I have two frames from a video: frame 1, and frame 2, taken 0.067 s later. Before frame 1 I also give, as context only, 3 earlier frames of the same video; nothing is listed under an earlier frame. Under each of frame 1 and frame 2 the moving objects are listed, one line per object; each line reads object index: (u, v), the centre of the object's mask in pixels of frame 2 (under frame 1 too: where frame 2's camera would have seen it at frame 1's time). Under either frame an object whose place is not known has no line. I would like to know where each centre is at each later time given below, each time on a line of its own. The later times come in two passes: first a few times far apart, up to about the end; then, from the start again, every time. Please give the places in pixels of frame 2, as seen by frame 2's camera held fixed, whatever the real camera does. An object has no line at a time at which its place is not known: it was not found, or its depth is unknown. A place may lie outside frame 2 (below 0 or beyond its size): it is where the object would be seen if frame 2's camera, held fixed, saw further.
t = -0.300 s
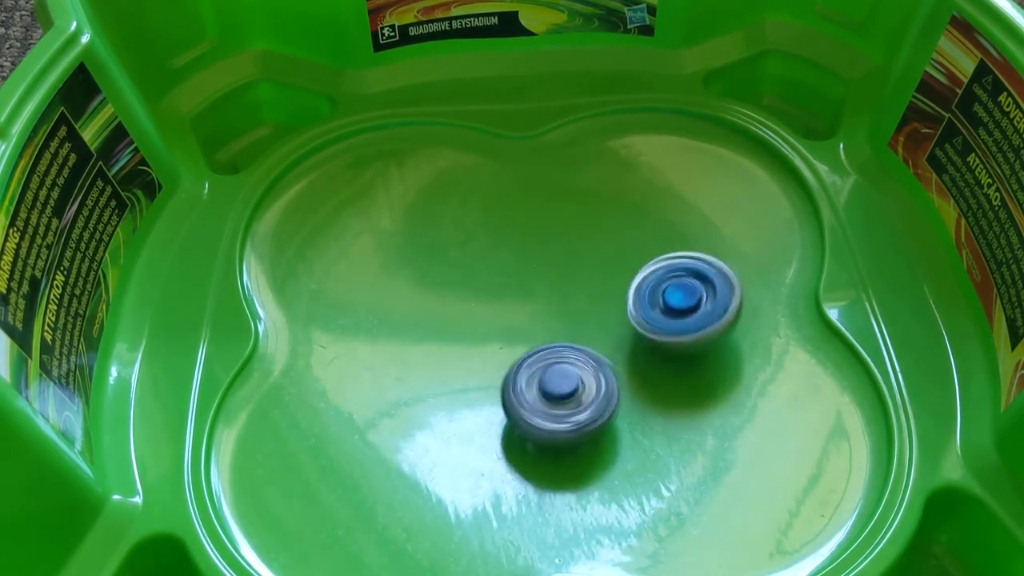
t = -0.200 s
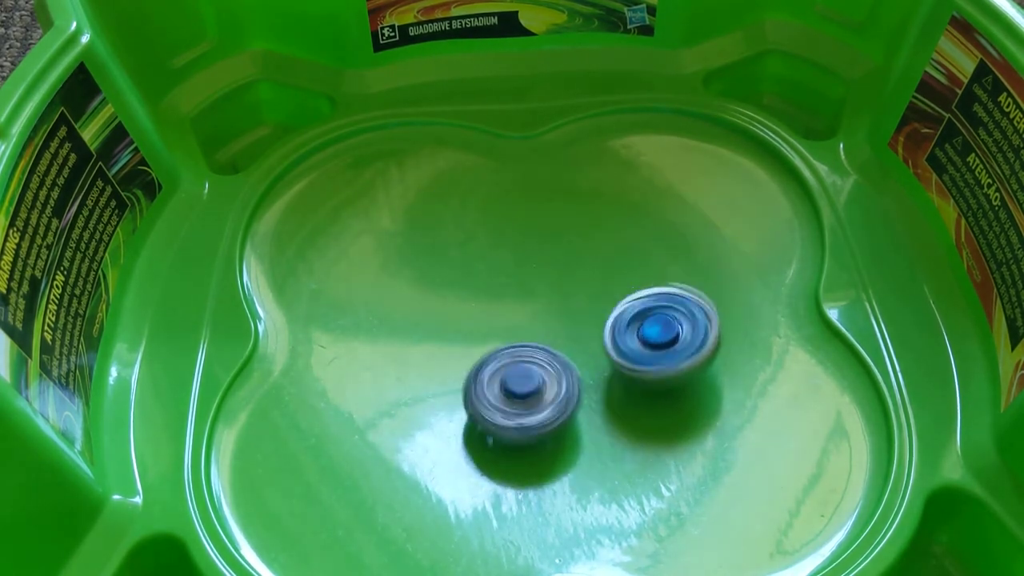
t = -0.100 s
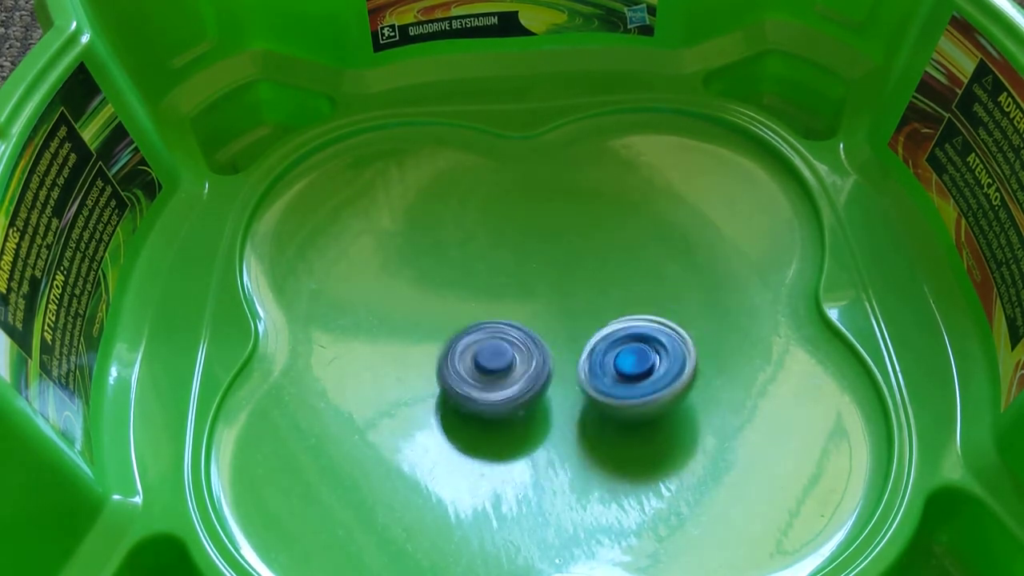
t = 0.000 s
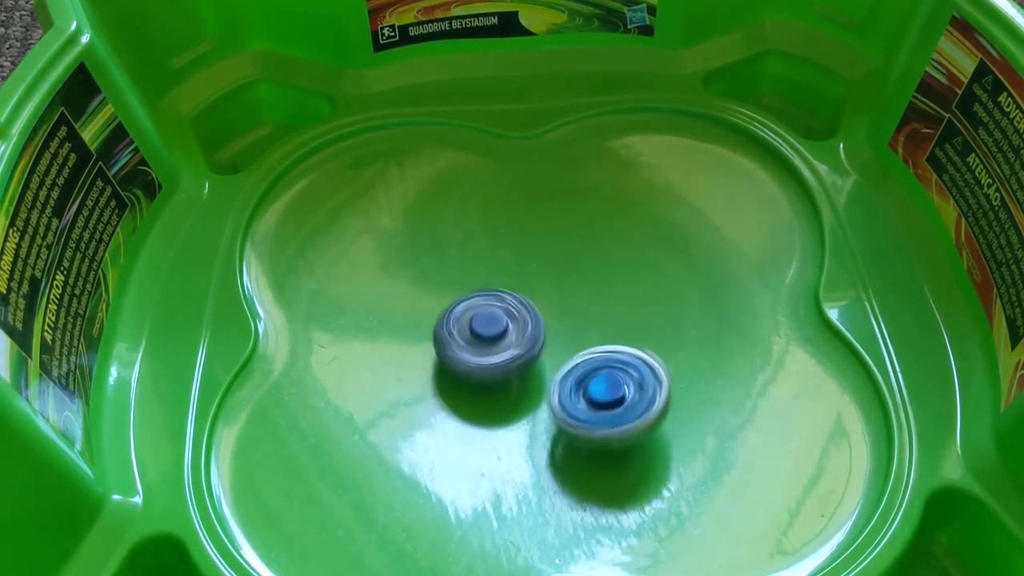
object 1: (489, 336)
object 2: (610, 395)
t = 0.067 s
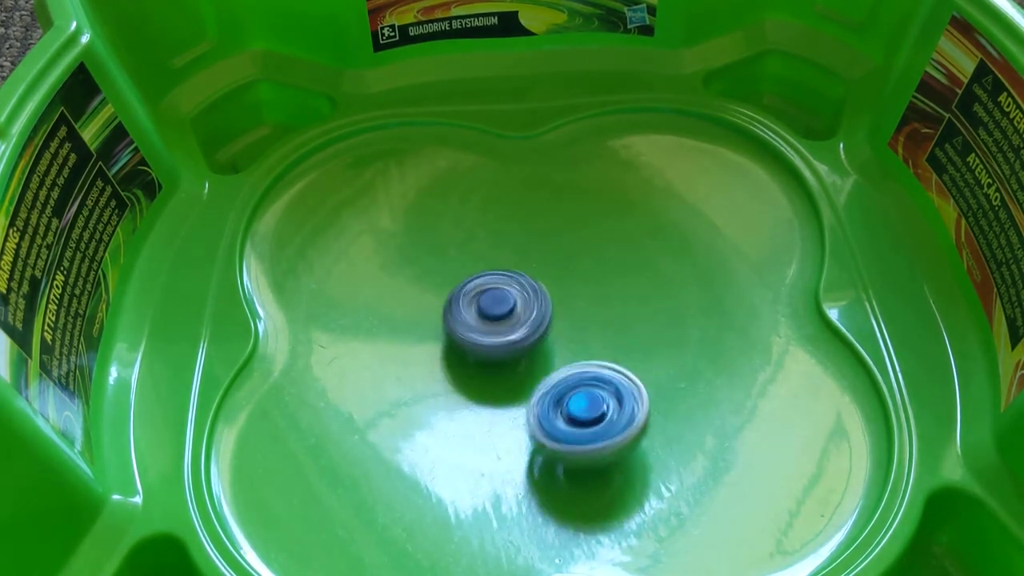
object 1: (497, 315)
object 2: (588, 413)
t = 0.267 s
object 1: (557, 282)
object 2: (518, 455)
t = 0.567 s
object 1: (604, 343)
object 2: (419, 471)
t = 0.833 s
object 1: (503, 367)
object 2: (400, 418)
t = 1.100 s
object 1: (665, 233)
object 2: (223, 439)
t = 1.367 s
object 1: (699, 285)
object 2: (300, 395)
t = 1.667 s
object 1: (573, 362)
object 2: (452, 340)
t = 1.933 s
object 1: (637, 383)
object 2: (432, 292)
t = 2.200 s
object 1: (535, 407)
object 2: (538, 281)
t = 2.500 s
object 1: (454, 345)
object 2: (639, 278)
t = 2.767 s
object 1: (496, 281)
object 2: (688, 296)
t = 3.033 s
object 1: (526, 269)
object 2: (705, 363)
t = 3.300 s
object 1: (489, 270)
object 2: (740, 438)
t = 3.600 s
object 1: (517, 344)
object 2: (652, 467)
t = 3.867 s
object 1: (481, 365)
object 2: (558, 453)
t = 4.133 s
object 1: (491, 309)
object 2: (488, 423)
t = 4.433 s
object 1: (582, 327)
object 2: (445, 350)
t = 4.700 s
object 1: (573, 378)
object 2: (445, 283)
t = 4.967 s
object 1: (503, 352)
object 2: (478, 241)
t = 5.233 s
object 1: (505, 415)
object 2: (517, 153)
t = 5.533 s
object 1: (513, 368)
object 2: (549, 157)
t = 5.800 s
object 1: (561, 346)
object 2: (567, 218)
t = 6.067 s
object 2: (555, 238)
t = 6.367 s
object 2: (511, 276)
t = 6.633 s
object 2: (481, 173)
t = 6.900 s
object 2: (504, 180)
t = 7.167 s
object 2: (541, 233)
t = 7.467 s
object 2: (511, 253)
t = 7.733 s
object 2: (466, 279)
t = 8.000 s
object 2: (424, 300)
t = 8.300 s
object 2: (453, 298)
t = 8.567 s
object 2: (511, 292)
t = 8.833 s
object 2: (548, 243)
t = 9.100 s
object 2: (567, 231)
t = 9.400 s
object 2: (550, 249)
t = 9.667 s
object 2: (524, 269)
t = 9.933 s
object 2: (507, 270)
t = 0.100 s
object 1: (505, 306)
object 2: (577, 421)
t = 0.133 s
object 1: (513, 298)
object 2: (566, 428)
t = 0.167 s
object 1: (523, 291)
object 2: (553, 435)
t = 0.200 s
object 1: (534, 287)
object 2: (542, 443)
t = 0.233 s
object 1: (546, 283)
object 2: (531, 450)
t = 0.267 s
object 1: (557, 282)
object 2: (518, 455)
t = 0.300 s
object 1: (569, 283)
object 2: (506, 461)
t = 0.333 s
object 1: (580, 285)
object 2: (494, 466)
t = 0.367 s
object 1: (590, 289)
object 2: (483, 470)
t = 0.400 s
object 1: (599, 295)
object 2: (470, 471)
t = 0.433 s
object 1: (606, 303)
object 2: (459, 474)
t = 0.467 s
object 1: (610, 312)
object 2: (448, 474)
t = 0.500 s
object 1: (612, 322)
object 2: (437, 474)
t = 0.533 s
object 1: (609, 333)
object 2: (427, 473)
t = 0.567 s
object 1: (604, 343)
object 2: (419, 471)
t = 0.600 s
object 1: (596, 352)
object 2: (412, 468)
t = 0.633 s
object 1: (585, 360)
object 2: (406, 462)
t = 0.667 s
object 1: (573, 366)
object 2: (401, 459)
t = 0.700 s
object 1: (559, 371)
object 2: (398, 453)
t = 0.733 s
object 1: (545, 373)
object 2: (397, 445)
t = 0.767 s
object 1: (530, 373)
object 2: (396, 437)
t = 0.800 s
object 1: (516, 371)
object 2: (397, 428)
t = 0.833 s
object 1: (503, 367)
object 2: (400, 418)
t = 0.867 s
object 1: (515, 351)
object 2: (365, 420)
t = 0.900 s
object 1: (547, 323)
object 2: (320, 427)
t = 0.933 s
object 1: (575, 298)
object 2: (283, 432)
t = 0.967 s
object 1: (601, 275)
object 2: (257, 432)
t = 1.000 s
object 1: (622, 257)
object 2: (239, 434)
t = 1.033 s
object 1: (639, 245)
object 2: (227, 434)
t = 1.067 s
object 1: (654, 237)
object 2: (220, 435)
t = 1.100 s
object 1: (665, 233)
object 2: (223, 439)
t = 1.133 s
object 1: (674, 232)
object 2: (229, 441)
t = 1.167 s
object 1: (683, 234)
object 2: (235, 441)
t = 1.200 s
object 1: (690, 239)
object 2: (243, 437)
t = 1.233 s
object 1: (697, 244)
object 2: (251, 430)
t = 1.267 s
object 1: (702, 252)
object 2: (262, 421)
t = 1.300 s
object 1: (704, 262)
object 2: (273, 413)
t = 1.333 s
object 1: (703, 273)
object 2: (286, 405)
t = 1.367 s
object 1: (699, 285)
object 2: (300, 395)
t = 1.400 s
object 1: (691, 297)
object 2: (314, 387)
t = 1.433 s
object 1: (680, 308)
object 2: (330, 381)
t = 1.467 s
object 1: (668, 319)
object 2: (347, 373)
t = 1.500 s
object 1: (653, 328)
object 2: (364, 368)
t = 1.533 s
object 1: (638, 337)
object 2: (381, 361)
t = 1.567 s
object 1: (622, 345)
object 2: (398, 355)
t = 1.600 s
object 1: (606, 351)
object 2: (416, 350)
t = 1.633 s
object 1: (589, 357)
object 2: (435, 344)
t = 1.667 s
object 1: (573, 362)
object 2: (452, 340)
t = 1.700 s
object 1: (593, 366)
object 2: (434, 329)
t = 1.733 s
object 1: (615, 369)
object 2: (413, 320)
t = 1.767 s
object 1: (631, 371)
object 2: (401, 311)
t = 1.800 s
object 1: (643, 373)
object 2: (396, 305)
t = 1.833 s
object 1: (649, 375)
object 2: (397, 300)
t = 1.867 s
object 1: (649, 376)
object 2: (406, 296)
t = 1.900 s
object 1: (645, 379)
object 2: (419, 294)
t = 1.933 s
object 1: (637, 383)
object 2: (432, 292)
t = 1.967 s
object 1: (628, 388)
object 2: (446, 291)
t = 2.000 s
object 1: (616, 394)
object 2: (459, 289)
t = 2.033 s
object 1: (603, 399)
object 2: (473, 288)
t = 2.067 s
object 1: (591, 403)
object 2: (487, 286)
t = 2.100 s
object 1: (576, 407)
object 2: (500, 285)
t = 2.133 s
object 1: (562, 408)
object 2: (513, 284)
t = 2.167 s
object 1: (548, 409)
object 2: (526, 282)
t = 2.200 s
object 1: (535, 407)
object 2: (538, 281)
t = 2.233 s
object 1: (521, 405)
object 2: (551, 280)
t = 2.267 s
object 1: (507, 401)
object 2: (563, 279)
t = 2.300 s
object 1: (496, 395)
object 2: (575, 278)
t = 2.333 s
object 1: (485, 389)
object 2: (587, 277)
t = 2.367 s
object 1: (476, 381)
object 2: (597, 276)
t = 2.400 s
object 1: (467, 373)
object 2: (608, 276)
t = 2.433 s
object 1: (461, 363)
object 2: (619, 276)
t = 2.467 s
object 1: (457, 355)
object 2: (629, 277)
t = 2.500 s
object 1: (454, 345)
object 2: (639, 278)
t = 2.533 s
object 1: (454, 335)
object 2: (649, 279)
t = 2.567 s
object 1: (455, 325)
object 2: (658, 280)
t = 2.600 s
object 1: (458, 317)
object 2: (666, 282)
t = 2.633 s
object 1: (462, 307)
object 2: (674, 283)
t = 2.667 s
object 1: (469, 299)
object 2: (680, 285)
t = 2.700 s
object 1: (477, 292)
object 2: (684, 288)
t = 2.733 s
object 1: (486, 286)
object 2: (686, 291)
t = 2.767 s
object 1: (496, 281)
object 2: (688, 296)
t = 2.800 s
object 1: (507, 277)
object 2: (687, 299)
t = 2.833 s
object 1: (519, 276)
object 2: (685, 304)
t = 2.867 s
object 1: (531, 274)
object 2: (681, 309)
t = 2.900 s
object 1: (543, 276)
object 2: (675, 314)
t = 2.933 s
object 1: (555, 279)
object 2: (668, 319)
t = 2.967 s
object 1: (564, 283)
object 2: (662, 324)
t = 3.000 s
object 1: (548, 275)
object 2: (682, 342)
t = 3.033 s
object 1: (526, 269)
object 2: (705, 363)
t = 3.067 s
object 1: (508, 264)
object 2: (719, 377)
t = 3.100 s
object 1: (494, 261)
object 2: (727, 388)
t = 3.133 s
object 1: (484, 260)
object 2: (733, 397)
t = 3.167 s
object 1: (480, 261)
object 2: (736, 405)
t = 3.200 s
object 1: (478, 262)
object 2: (740, 414)
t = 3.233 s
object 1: (480, 264)
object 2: (741, 422)
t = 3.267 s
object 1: (484, 266)
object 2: (741, 430)
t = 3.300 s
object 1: (489, 270)
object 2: (740, 438)
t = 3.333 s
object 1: (495, 275)
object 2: (735, 446)
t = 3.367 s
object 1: (499, 282)
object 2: (730, 453)
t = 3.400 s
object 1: (505, 290)
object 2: (723, 458)
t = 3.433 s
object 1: (509, 299)
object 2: (714, 462)
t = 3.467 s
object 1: (512, 308)
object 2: (704, 466)
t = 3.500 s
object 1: (515, 317)
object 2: (693, 466)
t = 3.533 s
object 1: (516, 326)
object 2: (680, 470)
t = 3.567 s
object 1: (517, 335)
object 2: (666, 471)
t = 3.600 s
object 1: (517, 344)
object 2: (652, 467)
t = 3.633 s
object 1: (516, 353)
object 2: (638, 466)
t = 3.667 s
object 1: (513, 360)
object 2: (623, 461)
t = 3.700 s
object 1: (512, 368)
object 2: (608, 458)
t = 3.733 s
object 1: (509, 375)
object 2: (595, 453)
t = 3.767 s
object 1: (504, 378)
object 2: (581, 448)
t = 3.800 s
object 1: (497, 377)
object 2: (573, 450)
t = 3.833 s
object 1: (490, 374)
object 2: (561, 448)
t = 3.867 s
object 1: (481, 365)
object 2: (558, 453)
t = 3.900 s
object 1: (470, 355)
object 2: (551, 455)
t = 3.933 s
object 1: (465, 346)
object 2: (541, 453)
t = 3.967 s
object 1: (462, 338)
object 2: (531, 451)
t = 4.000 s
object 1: (463, 330)
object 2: (521, 444)
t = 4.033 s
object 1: (467, 324)
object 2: (512, 442)
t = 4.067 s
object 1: (473, 317)
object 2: (503, 436)
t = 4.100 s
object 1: (482, 313)
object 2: (494, 430)
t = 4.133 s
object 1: (491, 309)
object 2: (488, 423)
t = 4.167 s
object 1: (504, 306)
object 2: (480, 416)
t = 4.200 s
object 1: (514, 304)
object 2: (473, 409)
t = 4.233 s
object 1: (527, 304)
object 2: (467, 402)
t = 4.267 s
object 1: (537, 305)
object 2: (461, 393)
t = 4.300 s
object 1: (549, 308)
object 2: (457, 385)
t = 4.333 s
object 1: (558, 311)
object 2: (453, 376)
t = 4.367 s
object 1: (568, 316)
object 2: (450, 368)
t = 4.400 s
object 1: (575, 322)
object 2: (447, 359)
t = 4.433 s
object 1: (582, 327)
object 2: (445, 350)
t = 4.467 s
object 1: (588, 334)
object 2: (443, 342)
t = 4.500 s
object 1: (591, 340)
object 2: (442, 331)
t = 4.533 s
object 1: (594, 348)
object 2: (441, 323)
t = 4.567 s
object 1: (593, 354)
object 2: (441, 314)
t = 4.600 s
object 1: (592, 361)
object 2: (441, 307)
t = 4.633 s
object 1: (587, 368)
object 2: (442, 298)
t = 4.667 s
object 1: (582, 374)
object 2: (443, 291)
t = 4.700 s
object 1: (573, 378)
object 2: (445, 283)
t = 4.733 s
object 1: (564, 382)
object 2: (448, 276)
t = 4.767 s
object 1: (553, 383)
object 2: (450, 269)
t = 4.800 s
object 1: (542, 383)
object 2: (454, 262)
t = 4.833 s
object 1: (532, 379)
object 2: (458, 257)
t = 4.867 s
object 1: (522, 375)
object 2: (462, 252)
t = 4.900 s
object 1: (514, 368)
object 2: (467, 248)
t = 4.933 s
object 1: (507, 361)
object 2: (472, 244)
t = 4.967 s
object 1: (503, 352)
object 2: (478, 241)
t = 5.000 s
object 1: (499, 345)
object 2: (484, 240)
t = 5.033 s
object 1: (498, 336)
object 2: (491, 239)
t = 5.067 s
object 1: (498, 352)
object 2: (496, 219)
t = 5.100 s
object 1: (499, 374)
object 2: (501, 195)
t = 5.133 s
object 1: (501, 391)
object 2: (507, 177)
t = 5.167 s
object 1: (504, 404)
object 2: (511, 165)
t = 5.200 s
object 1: (505, 411)
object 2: (515, 159)
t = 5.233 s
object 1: (505, 415)
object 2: (517, 153)
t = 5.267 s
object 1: (503, 416)
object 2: (520, 148)
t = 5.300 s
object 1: (501, 414)
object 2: (524, 143)
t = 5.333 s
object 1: (499, 412)
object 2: (528, 141)
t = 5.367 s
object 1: (498, 406)
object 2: (531, 139)
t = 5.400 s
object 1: (497, 401)
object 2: (535, 139)
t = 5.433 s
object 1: (500, 393)
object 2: (539, 140)
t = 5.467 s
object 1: (502, 384)
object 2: (543, 145)
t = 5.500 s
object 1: (508, 377)
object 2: (545, 150)
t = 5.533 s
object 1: (513, 368)
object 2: (549, 157)
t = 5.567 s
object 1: (518, 361)
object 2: (553, 164)
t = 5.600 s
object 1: (526, 354)
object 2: (556, 173)
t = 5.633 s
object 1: (531, 347)
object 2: (559, 182)
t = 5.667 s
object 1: (539, 342)
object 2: (561, 193)
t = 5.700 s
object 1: (546, 335)
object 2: (562, 204)
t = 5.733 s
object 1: (553, 330)
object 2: (563, 215)
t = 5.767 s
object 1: (560, 326)
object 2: (562, 227)
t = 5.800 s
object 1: (561, 346)
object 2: (567, 218)
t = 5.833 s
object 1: (559, 369)
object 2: (571, 205)
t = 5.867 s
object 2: (574, 198)
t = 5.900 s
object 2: (574, 197)
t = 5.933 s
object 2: (573, 202)
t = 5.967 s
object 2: (568, 209)
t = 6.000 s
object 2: (564, 218)
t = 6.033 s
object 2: (558, 228)
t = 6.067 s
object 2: (555, 238)
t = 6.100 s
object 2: (548, 247)
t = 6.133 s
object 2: (544, 258)
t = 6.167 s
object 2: (538, 268)
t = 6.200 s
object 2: (533, 278)
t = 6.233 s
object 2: (529, 275)
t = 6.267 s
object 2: (526, 273)
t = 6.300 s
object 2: (522, 275)
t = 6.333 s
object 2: (517, 279)
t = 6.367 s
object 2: (511, 276)
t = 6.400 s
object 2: (504, 247)
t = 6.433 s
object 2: (496, 225)
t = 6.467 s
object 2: (493, 208)
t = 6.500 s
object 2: (490, 192)
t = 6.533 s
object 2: (486, 184)
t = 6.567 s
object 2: (485, 178)
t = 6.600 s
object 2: (482, 174)
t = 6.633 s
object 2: (481, 173)
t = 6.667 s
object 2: (480, 172)
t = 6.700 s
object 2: (481, 170)
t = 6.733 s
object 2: (482, 170)
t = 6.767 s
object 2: (485, 171)
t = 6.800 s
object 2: (488, 173)
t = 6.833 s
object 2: (492, 175)
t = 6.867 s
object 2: (499, 177)
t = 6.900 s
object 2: (504, 180)
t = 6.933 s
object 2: (511, 183)
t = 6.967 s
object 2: (517, 188)
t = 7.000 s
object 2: (523, 193)
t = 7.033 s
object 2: (529, 200)
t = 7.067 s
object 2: (532, 207)
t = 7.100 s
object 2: (537, 215)
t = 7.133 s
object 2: (540, 224)
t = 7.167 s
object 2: (541, 233)
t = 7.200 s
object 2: (540, 229)
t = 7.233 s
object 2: (537, 221)
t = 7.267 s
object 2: (534, 219)
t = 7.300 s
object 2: (530, 218)
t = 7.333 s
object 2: (528, 222)
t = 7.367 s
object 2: (524, 229)
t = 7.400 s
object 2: (520, 238)
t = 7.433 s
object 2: (515, 246)
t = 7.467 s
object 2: (511, 253)
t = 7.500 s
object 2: (504, 262)
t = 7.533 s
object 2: (500, 269)
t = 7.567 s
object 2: (495, 269)
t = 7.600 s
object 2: (489, 271)
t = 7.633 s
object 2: (483, 276)
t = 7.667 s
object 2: (476, 282)
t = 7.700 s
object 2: (470, 280)
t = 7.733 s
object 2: (466, 279)
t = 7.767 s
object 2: (461, 280)
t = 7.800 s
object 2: (456, 282)
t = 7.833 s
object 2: (450, 283)
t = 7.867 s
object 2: (444, 285)
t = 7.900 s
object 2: (436, 289)
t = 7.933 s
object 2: (431, 291)
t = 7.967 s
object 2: (427, 296)
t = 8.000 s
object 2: (424, 300)
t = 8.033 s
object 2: (424, 306)
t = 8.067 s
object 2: (426, 311)
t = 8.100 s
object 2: (431, 317)
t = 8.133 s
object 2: (431, 311)
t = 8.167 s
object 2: (432, 305)
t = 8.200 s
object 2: (435, 302)
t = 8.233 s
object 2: (440, 300)
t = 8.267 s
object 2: (447, 298)
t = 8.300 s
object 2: (453, 298)
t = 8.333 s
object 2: (459, 297)
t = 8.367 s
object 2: (467, 296)
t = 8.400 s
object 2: (475, 296)
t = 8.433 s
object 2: (482, 296)
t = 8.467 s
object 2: (491, 297)
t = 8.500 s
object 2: (499, 299)
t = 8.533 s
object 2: (505, 297)
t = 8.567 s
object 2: (511, 292)
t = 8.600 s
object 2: (515, 284)
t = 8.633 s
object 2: (523, 280)
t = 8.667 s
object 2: (528, 279)
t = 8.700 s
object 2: (535, 277)
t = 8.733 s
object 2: (538, 265)
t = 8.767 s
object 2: (541, 253)
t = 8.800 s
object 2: (545, 246)
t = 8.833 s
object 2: (548, 243)
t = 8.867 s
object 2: (549, 241)
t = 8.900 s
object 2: (552, 238)
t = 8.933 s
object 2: (556, 236)
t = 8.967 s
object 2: (559, 236)
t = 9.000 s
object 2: (562, 236)
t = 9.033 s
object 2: (564, 238)
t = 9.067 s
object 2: (567, 241)
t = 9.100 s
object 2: (567, 231)
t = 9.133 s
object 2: (567, 227)
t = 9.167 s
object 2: (566, 225)
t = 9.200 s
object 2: (564, 226)
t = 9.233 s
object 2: (562, 227)
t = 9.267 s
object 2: (561, 230)
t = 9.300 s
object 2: (558, 234)
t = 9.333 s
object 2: (555, 239)
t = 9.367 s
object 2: (553, 244)
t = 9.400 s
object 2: (550, 249)
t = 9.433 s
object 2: (547, 250)
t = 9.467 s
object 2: (546, 247)
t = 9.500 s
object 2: (543, 248)
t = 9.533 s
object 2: (538, 251)
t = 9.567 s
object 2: (534, 255)
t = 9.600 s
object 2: (530, 260)
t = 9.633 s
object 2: (526, 266)
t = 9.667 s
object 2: (524, 269)
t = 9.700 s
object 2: (524, 262)
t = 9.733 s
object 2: (522, 256)
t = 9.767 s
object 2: (520, 255)
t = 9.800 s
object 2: (516, 256)
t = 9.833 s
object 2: (514, 258)
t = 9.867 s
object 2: (510, 261)
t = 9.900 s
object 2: (508, 266)
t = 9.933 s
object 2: (507, 270)
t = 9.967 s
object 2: (507, 275)
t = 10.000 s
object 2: (508, 278)
